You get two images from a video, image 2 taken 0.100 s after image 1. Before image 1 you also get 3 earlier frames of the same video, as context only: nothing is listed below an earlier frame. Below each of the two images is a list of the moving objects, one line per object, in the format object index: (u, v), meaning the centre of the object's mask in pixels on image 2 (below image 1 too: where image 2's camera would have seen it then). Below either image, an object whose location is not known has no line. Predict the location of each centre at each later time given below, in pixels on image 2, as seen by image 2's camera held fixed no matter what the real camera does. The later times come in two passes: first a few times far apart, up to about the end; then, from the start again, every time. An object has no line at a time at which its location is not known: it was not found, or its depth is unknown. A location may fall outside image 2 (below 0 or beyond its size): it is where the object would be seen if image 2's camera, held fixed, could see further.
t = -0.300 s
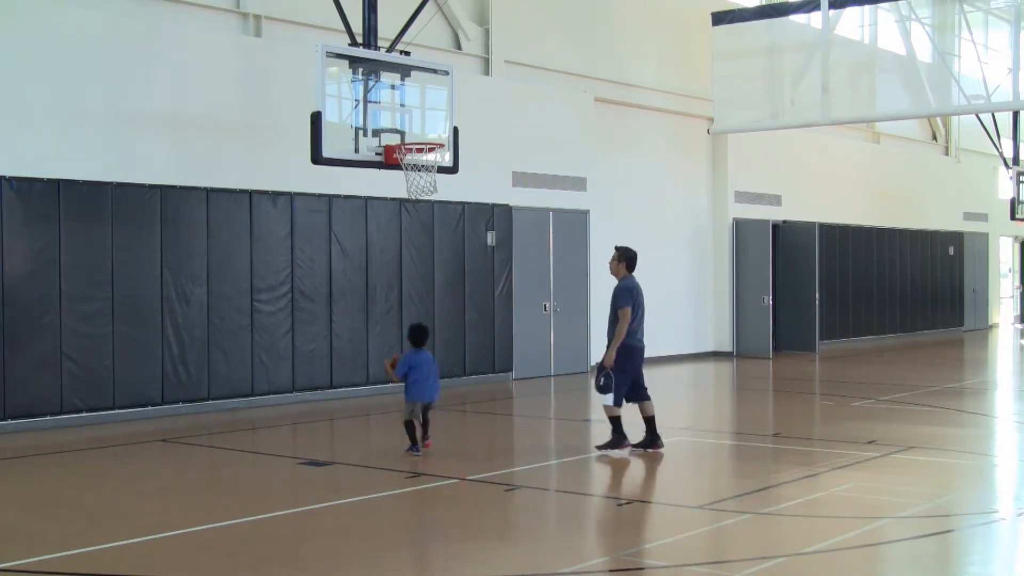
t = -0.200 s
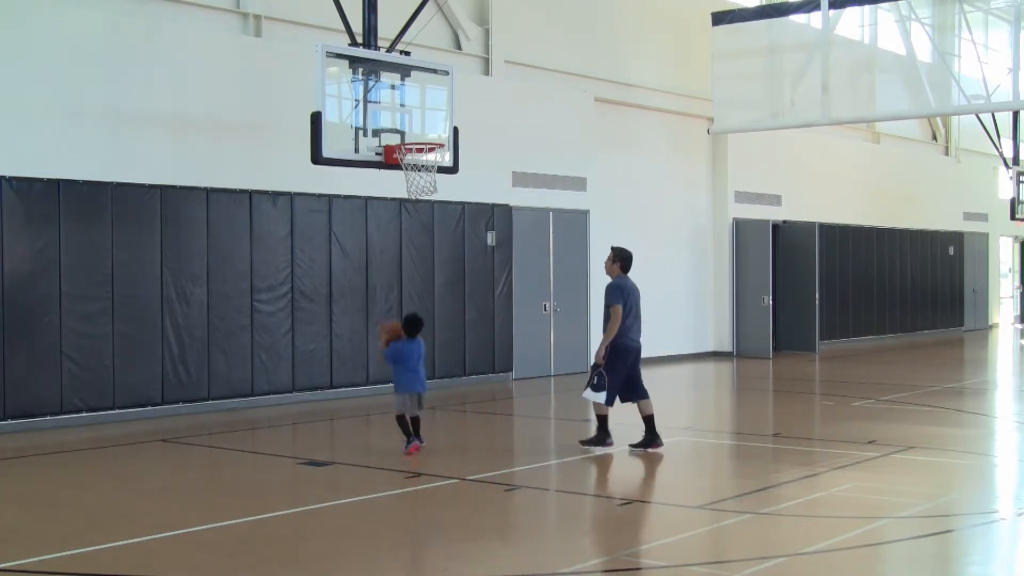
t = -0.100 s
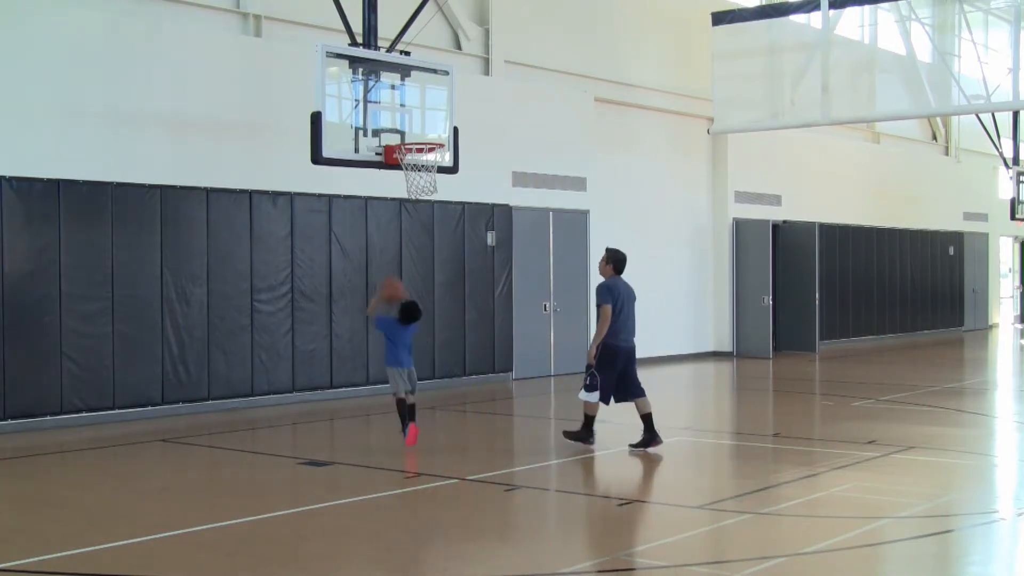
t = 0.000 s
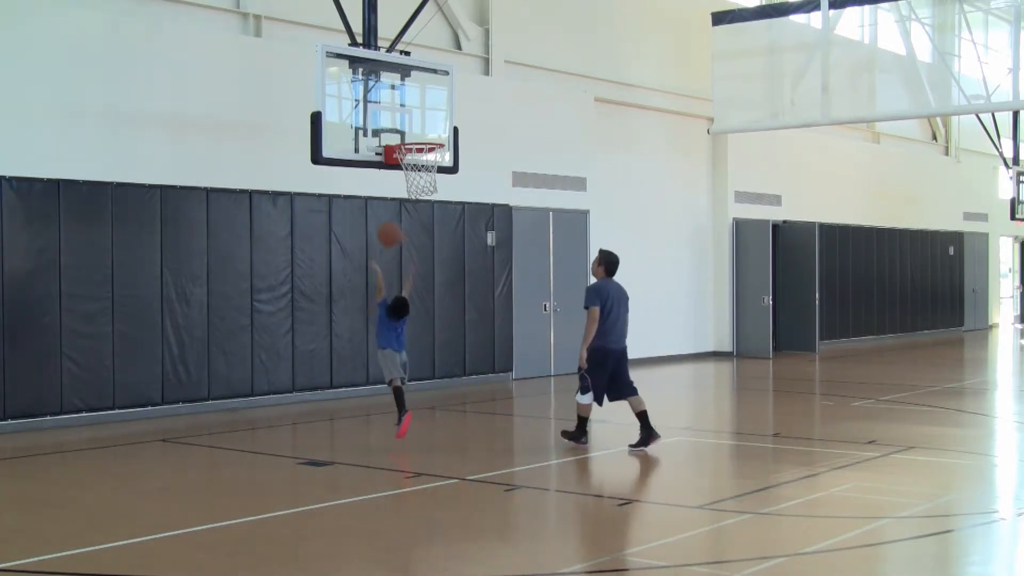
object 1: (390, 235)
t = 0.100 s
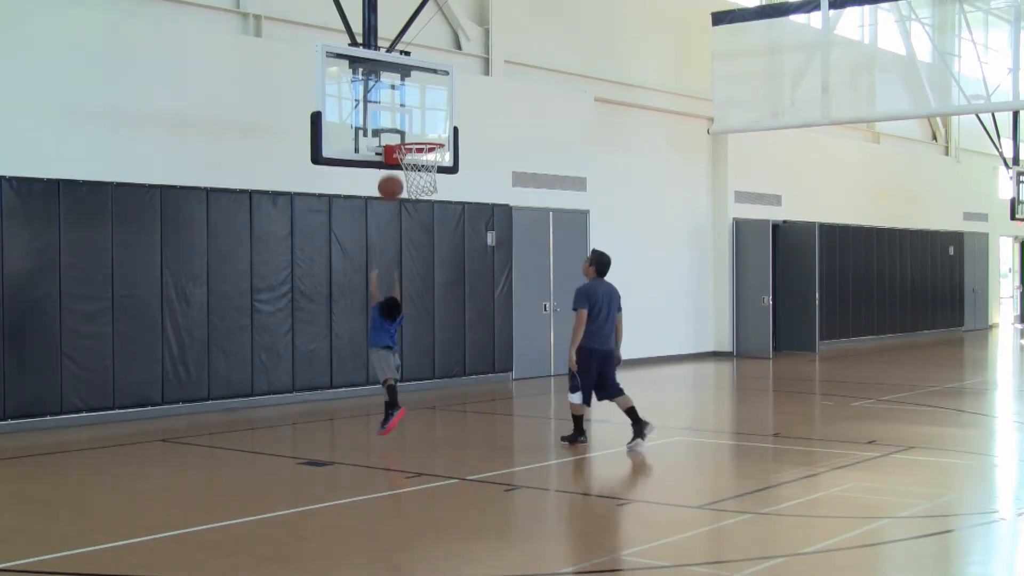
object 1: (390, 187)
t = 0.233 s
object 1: (390, 142)
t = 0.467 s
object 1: (391, 112)
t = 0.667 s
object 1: (392, 130)
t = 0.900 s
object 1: (413, 124)
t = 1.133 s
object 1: (431, 159)
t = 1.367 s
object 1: (420, 211)
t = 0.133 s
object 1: (390, 174)
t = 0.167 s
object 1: (390, 163)
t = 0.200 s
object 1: (391, 152)
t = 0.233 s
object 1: (390, 142)
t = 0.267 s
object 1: (391, 135)
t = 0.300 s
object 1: (391, 128)
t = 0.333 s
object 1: (391, 123)
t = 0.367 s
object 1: (391, 118)
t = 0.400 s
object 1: (391, 115)
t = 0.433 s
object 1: (391, 113)
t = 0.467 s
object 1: (391, 112)
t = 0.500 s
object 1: (391, 112)
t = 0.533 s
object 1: (392, 113)
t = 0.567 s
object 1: (392, 116)
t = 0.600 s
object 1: (392, 120)
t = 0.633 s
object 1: (392, 124)
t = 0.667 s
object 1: (392, 130)
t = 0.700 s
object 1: (395, 134)
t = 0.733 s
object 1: (398, 130)
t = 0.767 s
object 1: (401, 127)
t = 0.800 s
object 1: (404, 124)
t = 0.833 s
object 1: (407, 123)
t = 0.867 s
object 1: (410, 123)
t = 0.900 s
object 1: (413, 124)
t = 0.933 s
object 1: (416, 126)
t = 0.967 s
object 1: (419, 129)
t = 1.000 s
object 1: (422, 133)
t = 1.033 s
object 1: (426, 138)
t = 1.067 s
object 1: (429, 143)
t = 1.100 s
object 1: (431, 152)
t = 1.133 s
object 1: (431, 159)
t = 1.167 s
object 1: (430, 168)
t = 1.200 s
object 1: (429, 175)
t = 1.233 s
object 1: (429, 182)
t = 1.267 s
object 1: (426, 188)
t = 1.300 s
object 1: (423, 199)
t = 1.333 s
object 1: (421, 203)
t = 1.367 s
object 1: (420, 211)
